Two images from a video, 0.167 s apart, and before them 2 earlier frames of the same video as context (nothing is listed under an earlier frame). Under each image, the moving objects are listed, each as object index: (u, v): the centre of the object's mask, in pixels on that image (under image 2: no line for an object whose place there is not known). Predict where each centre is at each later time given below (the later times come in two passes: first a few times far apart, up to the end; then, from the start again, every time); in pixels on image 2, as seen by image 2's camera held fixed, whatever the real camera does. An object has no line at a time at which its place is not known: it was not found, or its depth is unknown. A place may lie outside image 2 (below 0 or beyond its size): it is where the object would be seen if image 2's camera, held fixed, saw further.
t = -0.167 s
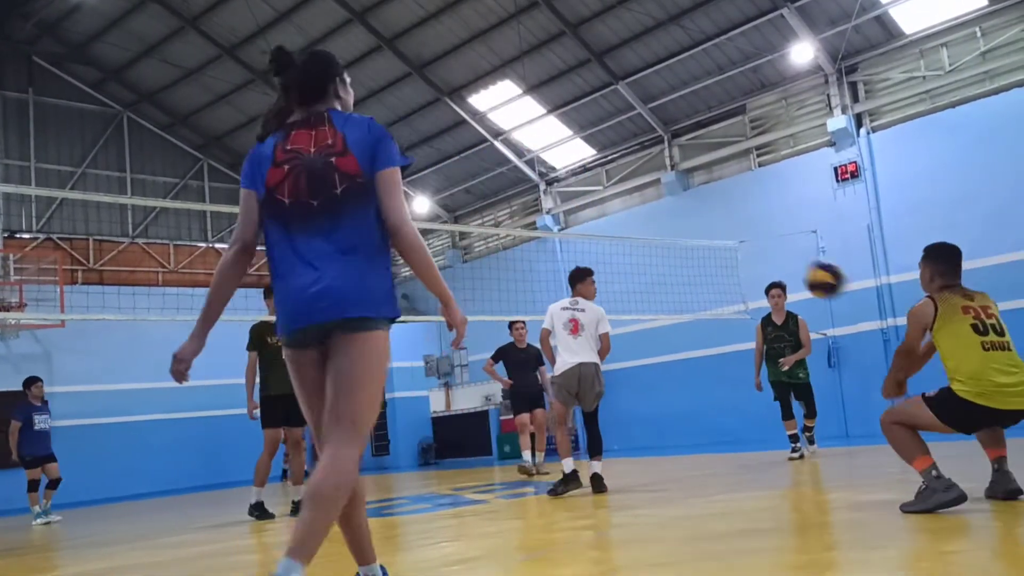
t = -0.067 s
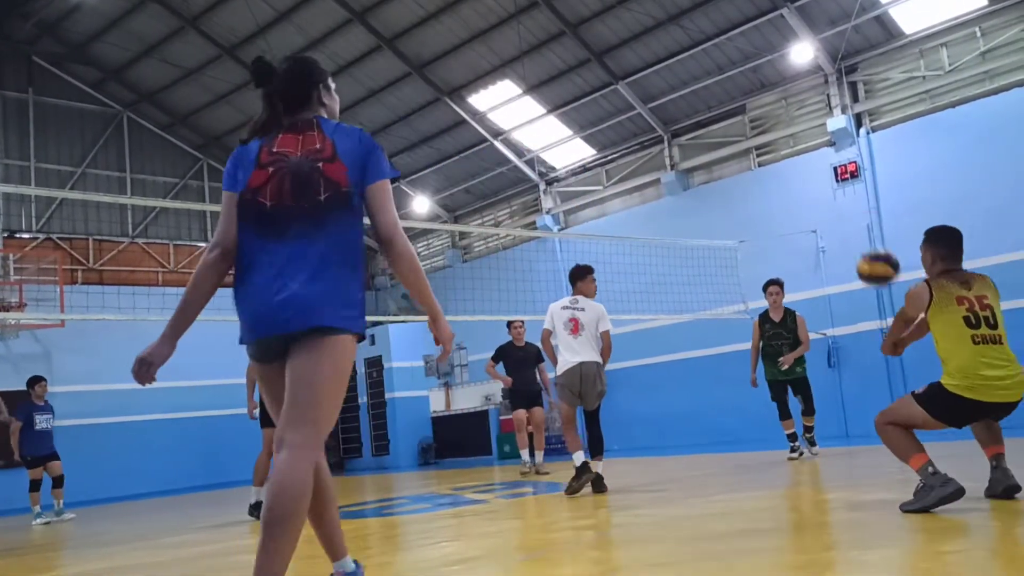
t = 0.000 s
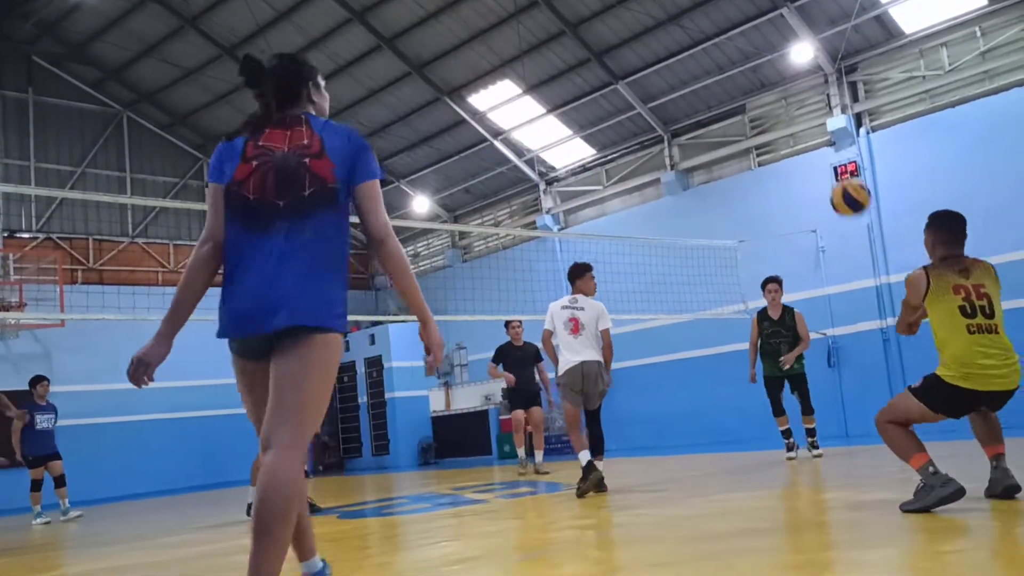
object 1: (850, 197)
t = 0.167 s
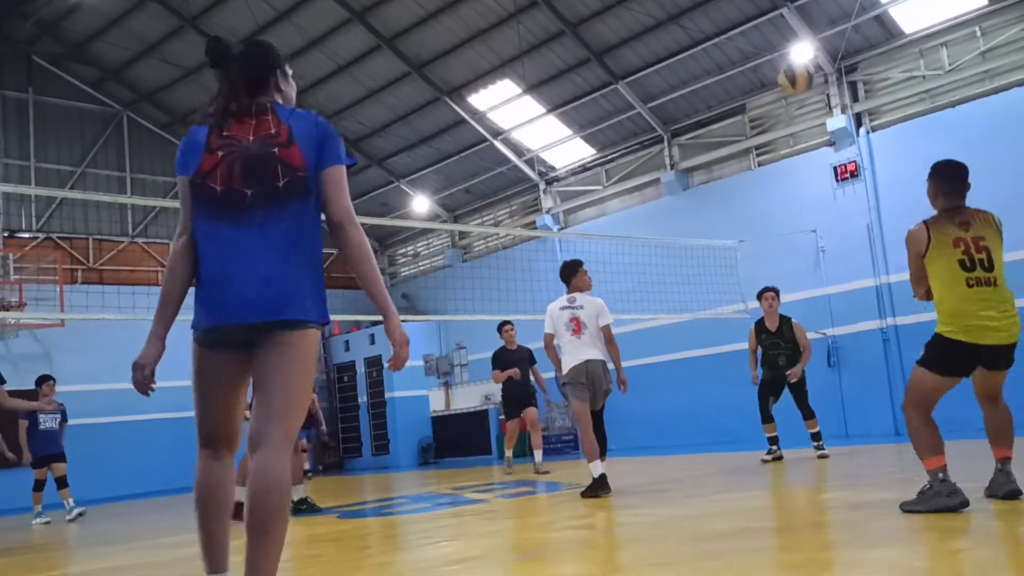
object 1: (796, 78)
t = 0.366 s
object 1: (751, 12)
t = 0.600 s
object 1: (716, 11)
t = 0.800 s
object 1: (698, 58)
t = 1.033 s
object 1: (685, 164)
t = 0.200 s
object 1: (785, 61)
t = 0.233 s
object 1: (778, 47)
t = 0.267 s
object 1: (771, 35)
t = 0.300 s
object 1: (764, 24)
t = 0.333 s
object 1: (757, 15)
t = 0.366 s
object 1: (751, 12)
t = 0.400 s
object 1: (745, 10)
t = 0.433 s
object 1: (739, 8)
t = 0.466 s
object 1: (734, 7)
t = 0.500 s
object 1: (729, 7)
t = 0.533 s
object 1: (724, 8)
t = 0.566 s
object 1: (720, 9)
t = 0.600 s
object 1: (716, 11)
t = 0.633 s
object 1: (713, 14)
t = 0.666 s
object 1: (709, 20)
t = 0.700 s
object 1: (706, 28)
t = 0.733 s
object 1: (703, 36)
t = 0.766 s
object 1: (701, 46)
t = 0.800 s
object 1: (698, 58)
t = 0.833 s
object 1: (695, 71)
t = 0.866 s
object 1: (693, 83)
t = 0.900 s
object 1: (691, 97)
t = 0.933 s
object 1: (689, 114)
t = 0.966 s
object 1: (688, 128)
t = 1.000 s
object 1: (686, 147)
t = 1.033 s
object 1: (685, 164)
